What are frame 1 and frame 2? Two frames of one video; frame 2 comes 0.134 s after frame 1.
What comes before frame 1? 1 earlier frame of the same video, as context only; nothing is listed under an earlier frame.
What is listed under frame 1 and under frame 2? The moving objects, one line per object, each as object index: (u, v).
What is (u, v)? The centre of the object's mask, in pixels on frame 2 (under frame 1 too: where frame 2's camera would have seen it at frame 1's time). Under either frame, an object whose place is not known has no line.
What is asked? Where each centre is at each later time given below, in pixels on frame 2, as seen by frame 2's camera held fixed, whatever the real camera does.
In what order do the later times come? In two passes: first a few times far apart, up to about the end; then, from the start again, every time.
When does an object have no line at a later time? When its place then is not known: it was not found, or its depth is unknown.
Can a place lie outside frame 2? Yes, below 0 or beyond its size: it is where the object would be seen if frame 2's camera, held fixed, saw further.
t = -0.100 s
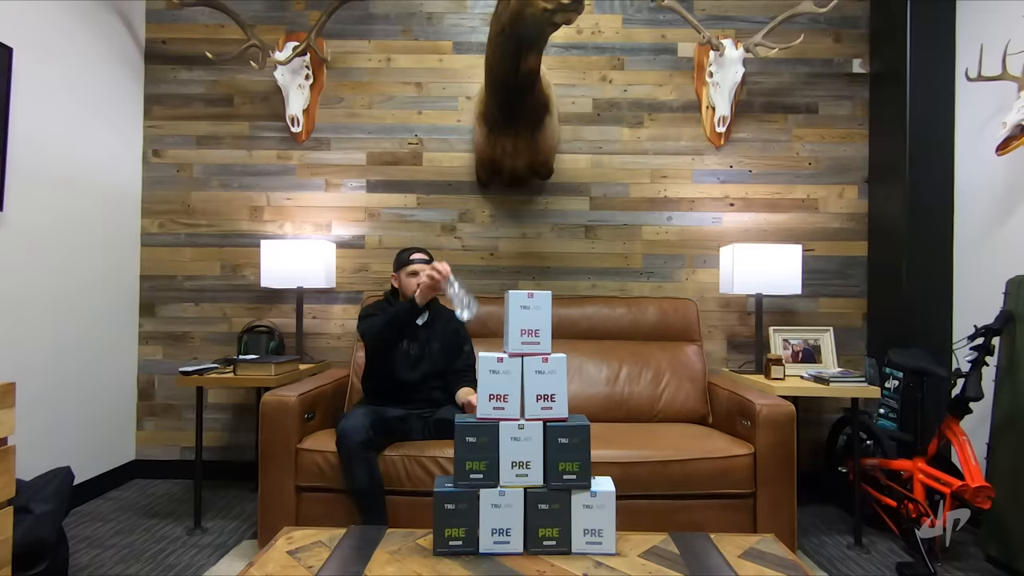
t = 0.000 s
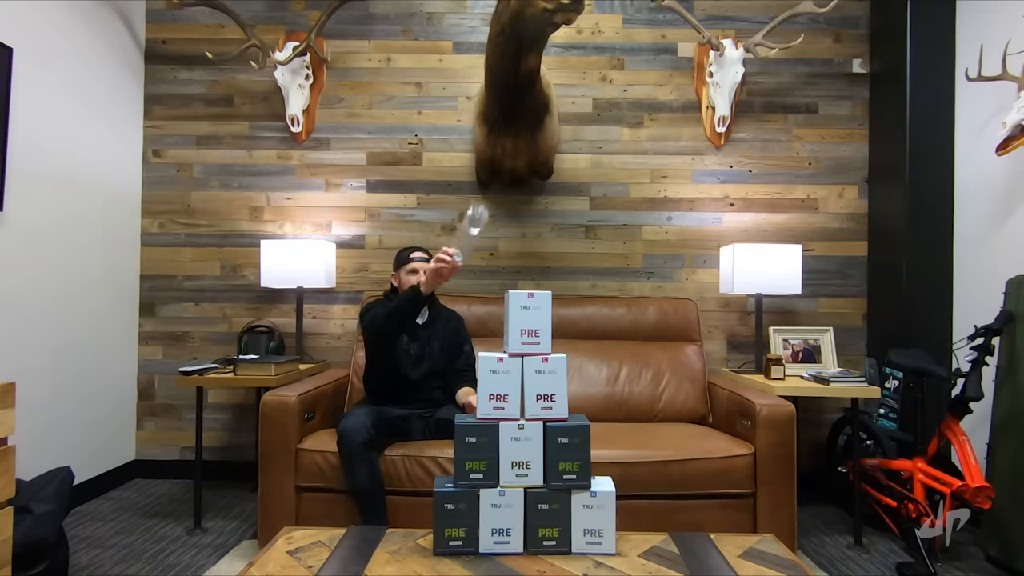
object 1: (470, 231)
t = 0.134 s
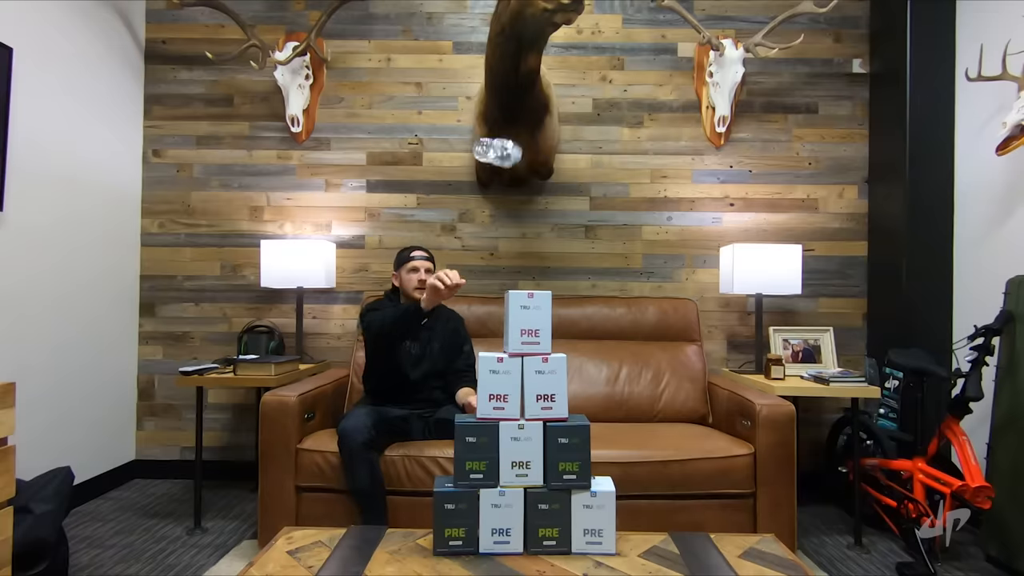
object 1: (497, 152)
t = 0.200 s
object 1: (502, 128)
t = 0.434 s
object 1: (523, 203)
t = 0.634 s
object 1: (544, 253)
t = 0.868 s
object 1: (551, 252)
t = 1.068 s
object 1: (550, 253)
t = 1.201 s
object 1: (548, 253)
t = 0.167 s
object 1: (501, 136)
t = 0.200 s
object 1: (502, 128)
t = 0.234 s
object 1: (504, 125)
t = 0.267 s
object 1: (507, 127)
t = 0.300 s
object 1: (510, 133)
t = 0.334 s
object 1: (513, 143)
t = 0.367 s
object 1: (516, 158)
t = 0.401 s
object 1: (520, 178)
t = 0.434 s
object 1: (523, 203)
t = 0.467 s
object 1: (527, 234)
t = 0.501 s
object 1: (531, 255)
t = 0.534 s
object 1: (536, 254)
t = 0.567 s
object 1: (539, 252)
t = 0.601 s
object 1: (541, 253)
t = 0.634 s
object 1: (544, 253)
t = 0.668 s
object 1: (546, 253)
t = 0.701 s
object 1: (547, 253)
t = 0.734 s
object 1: (549, 253)
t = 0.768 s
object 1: (550, 252)
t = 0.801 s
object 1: (550, 252)
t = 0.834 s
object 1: (551, 253)
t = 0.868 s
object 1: (551, 252)
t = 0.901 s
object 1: (551, 253)
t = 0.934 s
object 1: (551, 252)
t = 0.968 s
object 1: (551, 252)
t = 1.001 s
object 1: (551, 253)
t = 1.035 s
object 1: (550, 253)
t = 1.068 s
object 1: (550, 253)
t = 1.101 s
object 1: (549, 253)
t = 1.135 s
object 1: (549, 253)
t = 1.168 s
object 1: (548, 253)
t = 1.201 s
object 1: (548, 253)
